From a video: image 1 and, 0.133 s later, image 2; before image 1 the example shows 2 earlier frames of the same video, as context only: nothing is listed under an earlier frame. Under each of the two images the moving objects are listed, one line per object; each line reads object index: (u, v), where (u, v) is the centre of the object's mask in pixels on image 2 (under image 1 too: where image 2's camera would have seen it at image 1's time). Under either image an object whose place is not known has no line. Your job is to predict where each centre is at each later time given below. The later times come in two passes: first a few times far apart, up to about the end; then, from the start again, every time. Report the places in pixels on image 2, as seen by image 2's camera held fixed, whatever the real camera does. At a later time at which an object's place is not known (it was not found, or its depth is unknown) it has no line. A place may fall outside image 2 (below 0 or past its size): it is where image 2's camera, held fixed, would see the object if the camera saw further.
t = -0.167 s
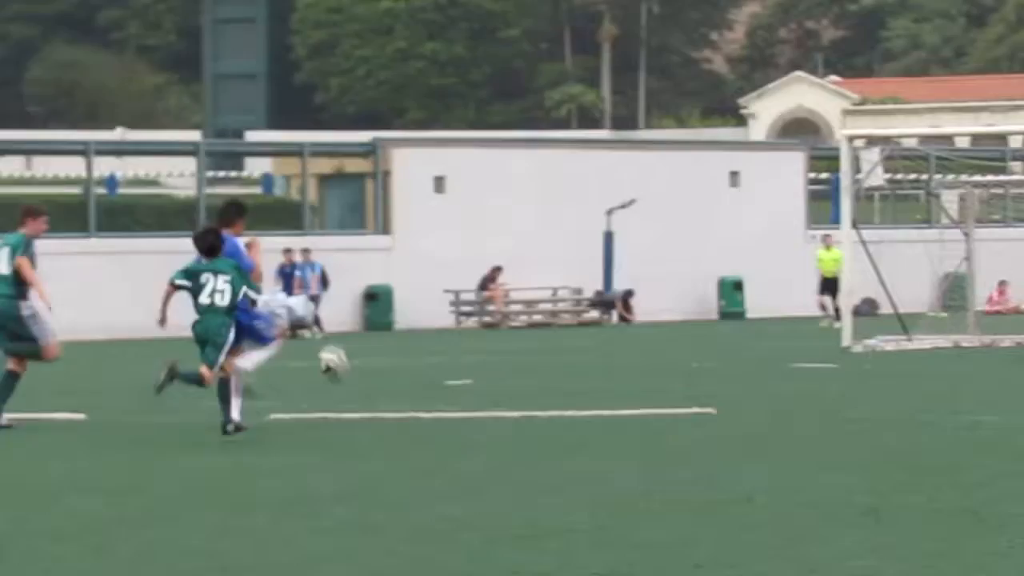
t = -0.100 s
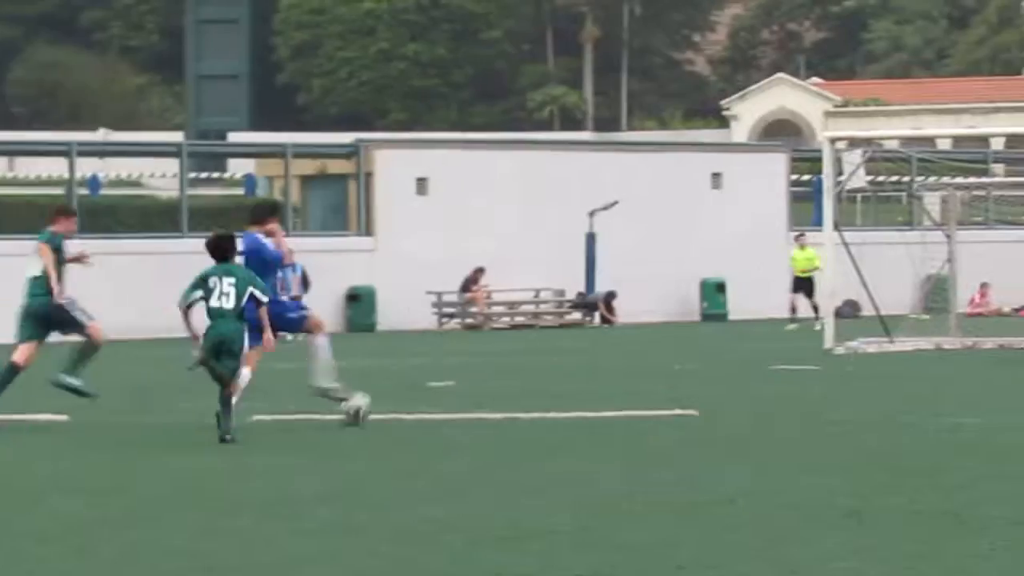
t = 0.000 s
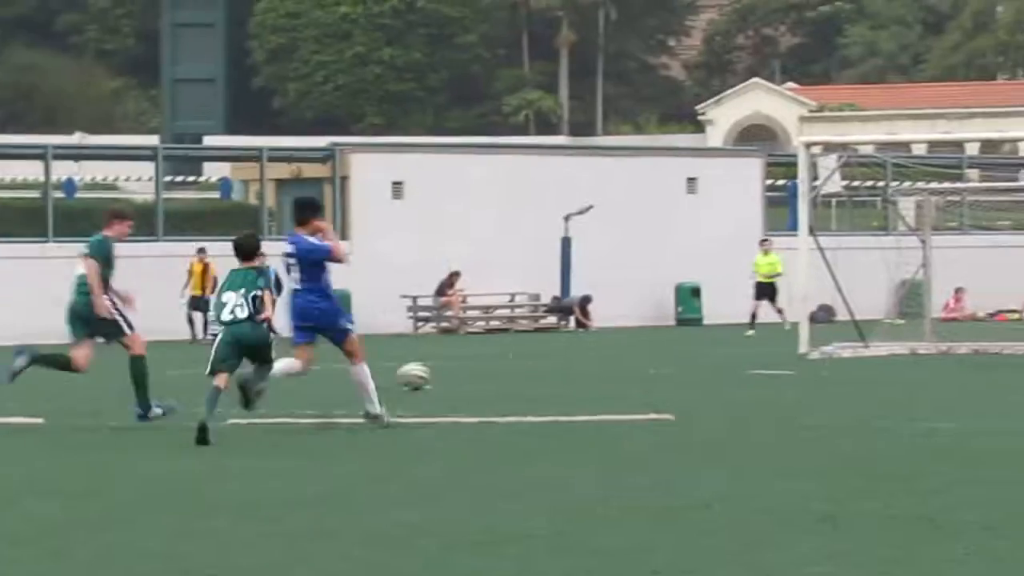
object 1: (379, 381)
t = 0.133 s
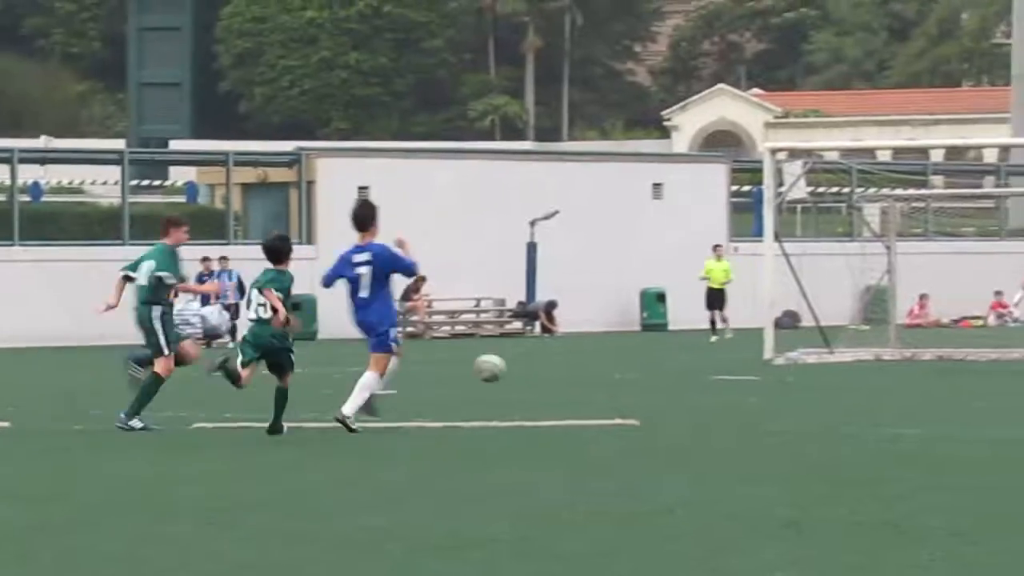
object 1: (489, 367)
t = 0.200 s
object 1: (542, 370)
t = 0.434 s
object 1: (704, 389)
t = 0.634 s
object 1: (826, 374)
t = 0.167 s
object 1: (515, 367)
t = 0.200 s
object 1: (542, 370)
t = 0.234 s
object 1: (567, 373)
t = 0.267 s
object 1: (592, 378)
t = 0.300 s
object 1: (616, 384)
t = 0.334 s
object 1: (640, 392)
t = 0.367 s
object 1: (662, 400)
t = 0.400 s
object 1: (684, 397)
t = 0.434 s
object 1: (704, 389)
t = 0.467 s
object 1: (725, 383)
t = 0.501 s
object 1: (746, 378)
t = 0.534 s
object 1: (766, 375)
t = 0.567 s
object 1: (786, 374)
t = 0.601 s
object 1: (806, 373)
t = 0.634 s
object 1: (826, 374)
